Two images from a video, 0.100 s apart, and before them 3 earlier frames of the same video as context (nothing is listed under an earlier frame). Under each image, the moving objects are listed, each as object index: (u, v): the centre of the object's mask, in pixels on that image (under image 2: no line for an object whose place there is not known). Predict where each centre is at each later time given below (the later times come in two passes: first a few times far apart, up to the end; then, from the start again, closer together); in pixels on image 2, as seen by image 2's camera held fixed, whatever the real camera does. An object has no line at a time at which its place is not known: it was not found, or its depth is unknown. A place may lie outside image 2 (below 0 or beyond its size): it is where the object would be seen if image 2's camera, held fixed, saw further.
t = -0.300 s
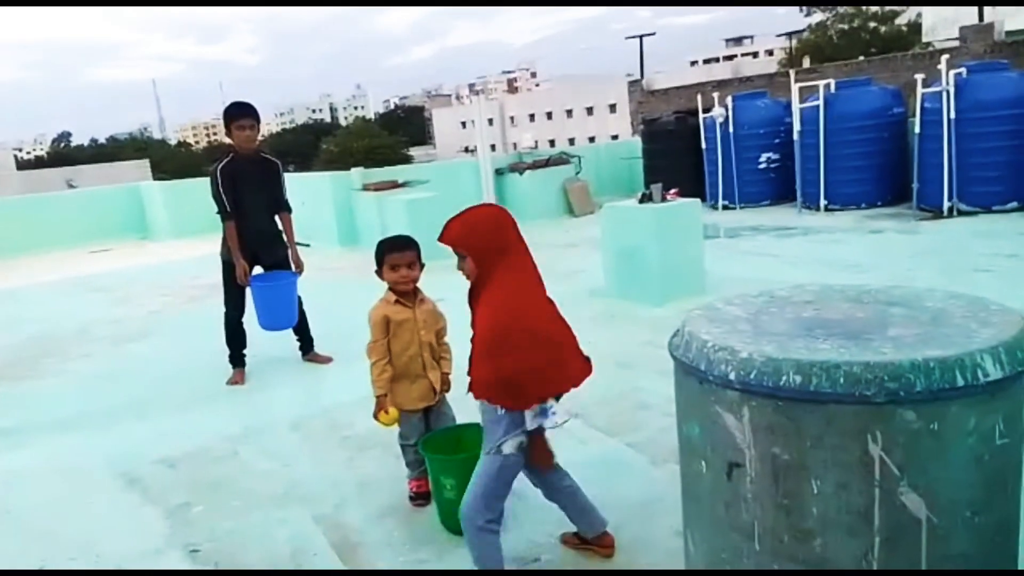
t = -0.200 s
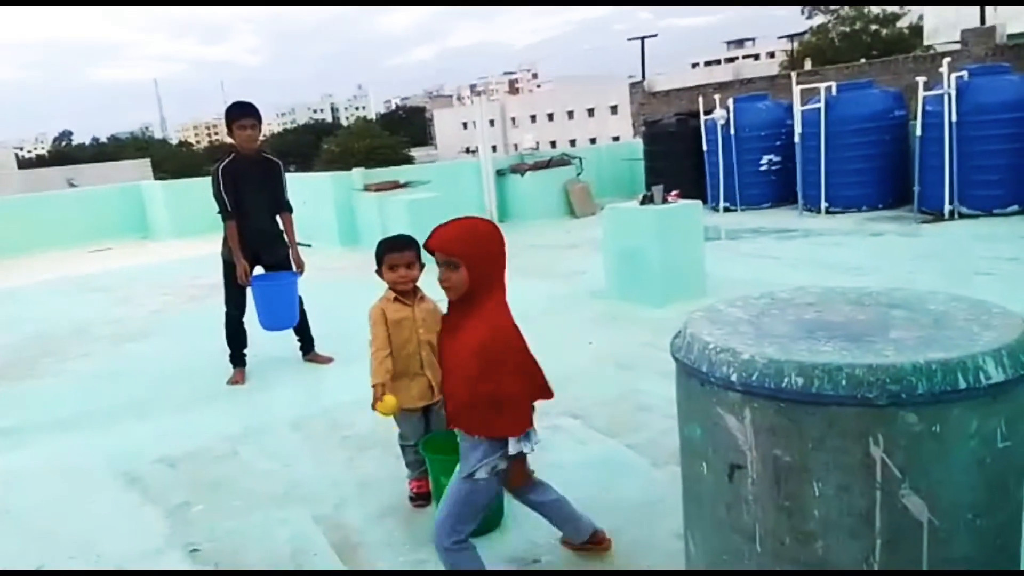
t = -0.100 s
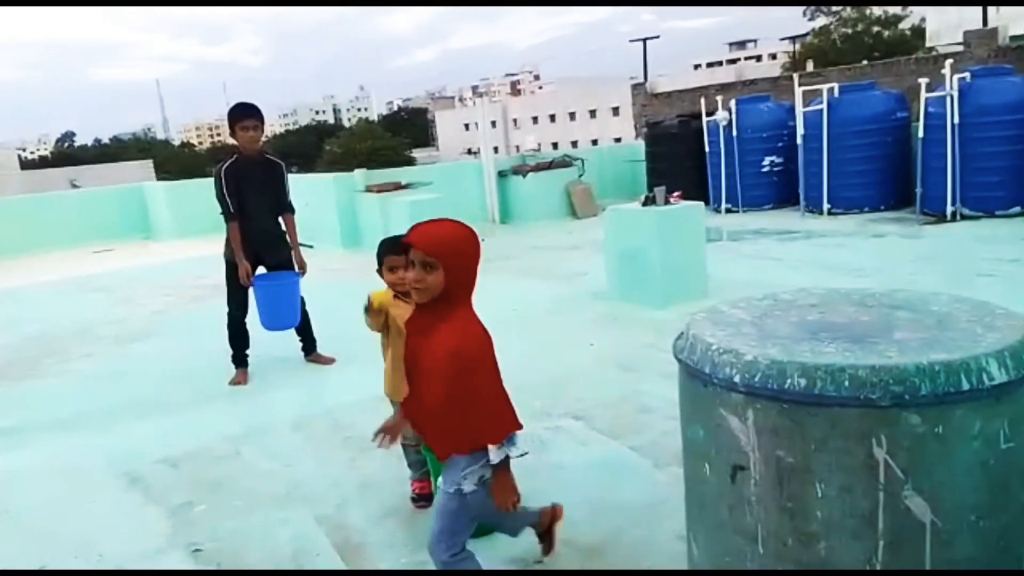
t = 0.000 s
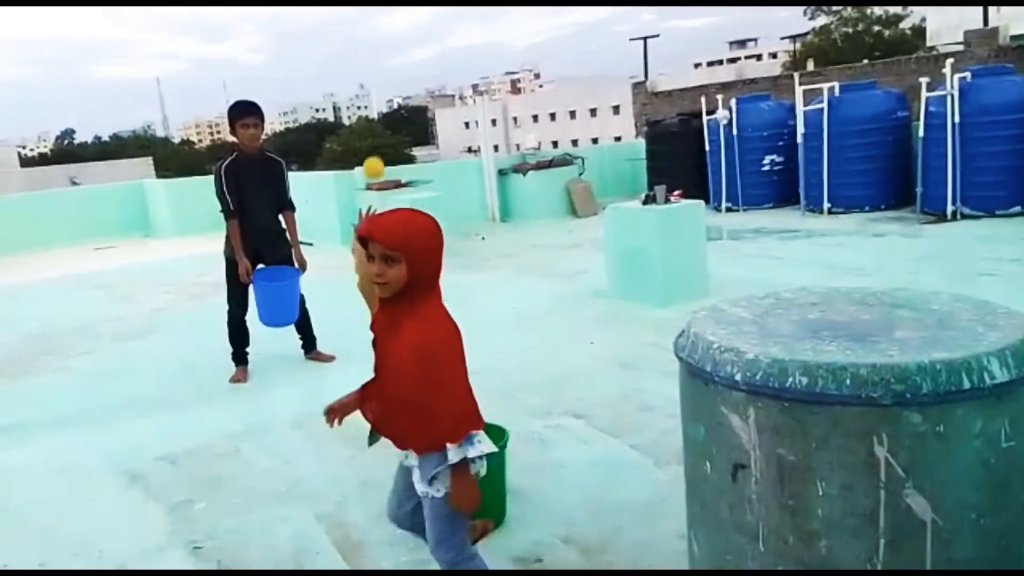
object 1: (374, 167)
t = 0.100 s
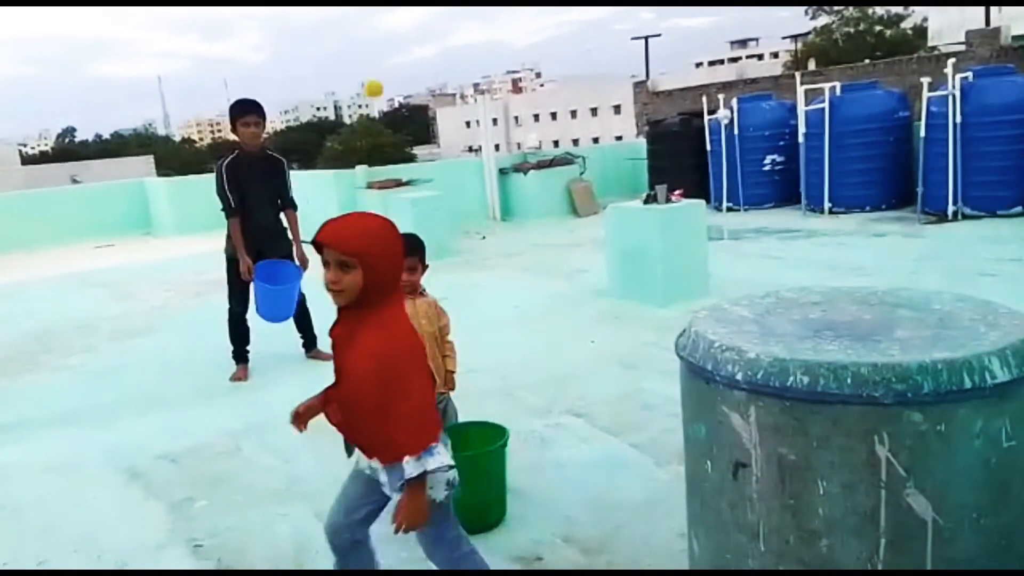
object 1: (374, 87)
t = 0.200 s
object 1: (374, 42)
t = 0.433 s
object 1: (384, 53)
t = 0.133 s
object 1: (372, 64)
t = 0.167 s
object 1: (374, 49)
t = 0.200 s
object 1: (374, 42)
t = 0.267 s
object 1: (377, 29)
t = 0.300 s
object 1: (376, 27)
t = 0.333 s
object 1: (379, 34)
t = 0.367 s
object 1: (380, 39)
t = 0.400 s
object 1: (382, 43)
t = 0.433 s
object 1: (384, 53)
